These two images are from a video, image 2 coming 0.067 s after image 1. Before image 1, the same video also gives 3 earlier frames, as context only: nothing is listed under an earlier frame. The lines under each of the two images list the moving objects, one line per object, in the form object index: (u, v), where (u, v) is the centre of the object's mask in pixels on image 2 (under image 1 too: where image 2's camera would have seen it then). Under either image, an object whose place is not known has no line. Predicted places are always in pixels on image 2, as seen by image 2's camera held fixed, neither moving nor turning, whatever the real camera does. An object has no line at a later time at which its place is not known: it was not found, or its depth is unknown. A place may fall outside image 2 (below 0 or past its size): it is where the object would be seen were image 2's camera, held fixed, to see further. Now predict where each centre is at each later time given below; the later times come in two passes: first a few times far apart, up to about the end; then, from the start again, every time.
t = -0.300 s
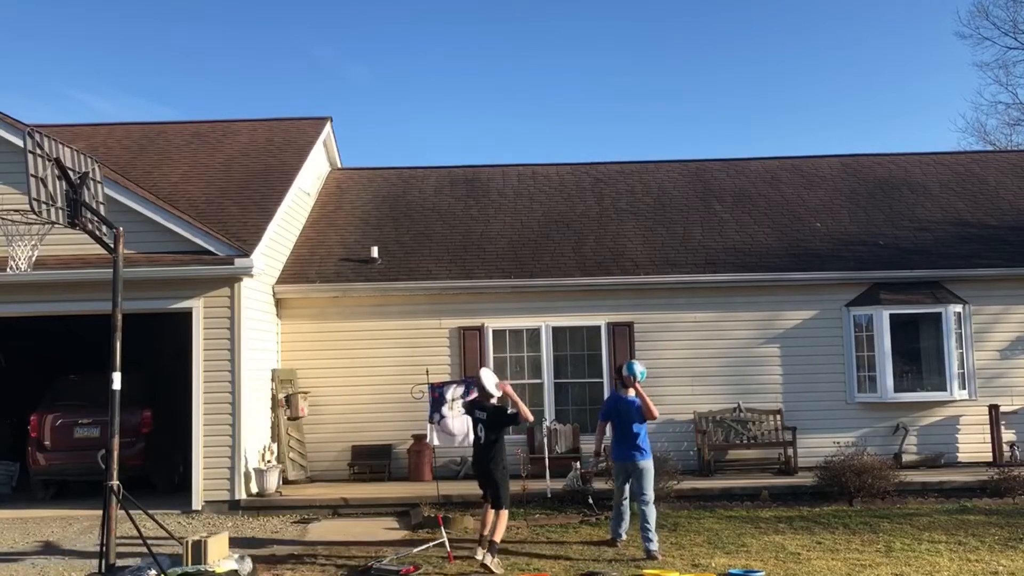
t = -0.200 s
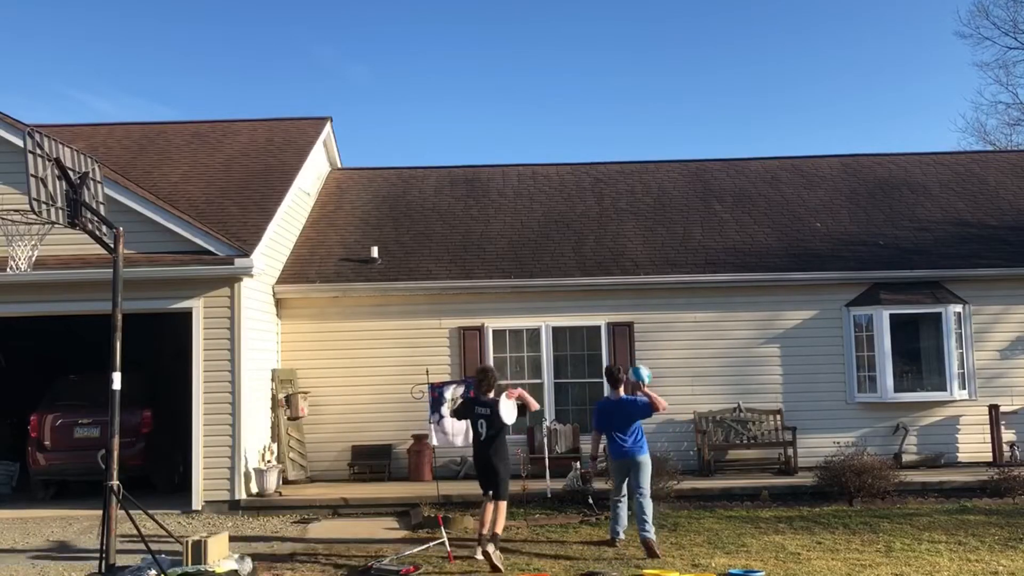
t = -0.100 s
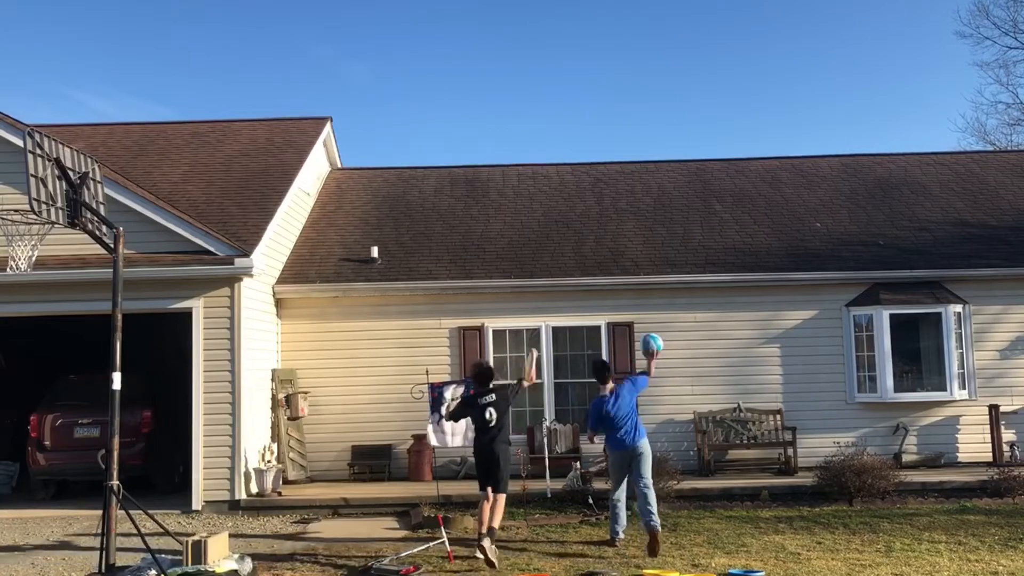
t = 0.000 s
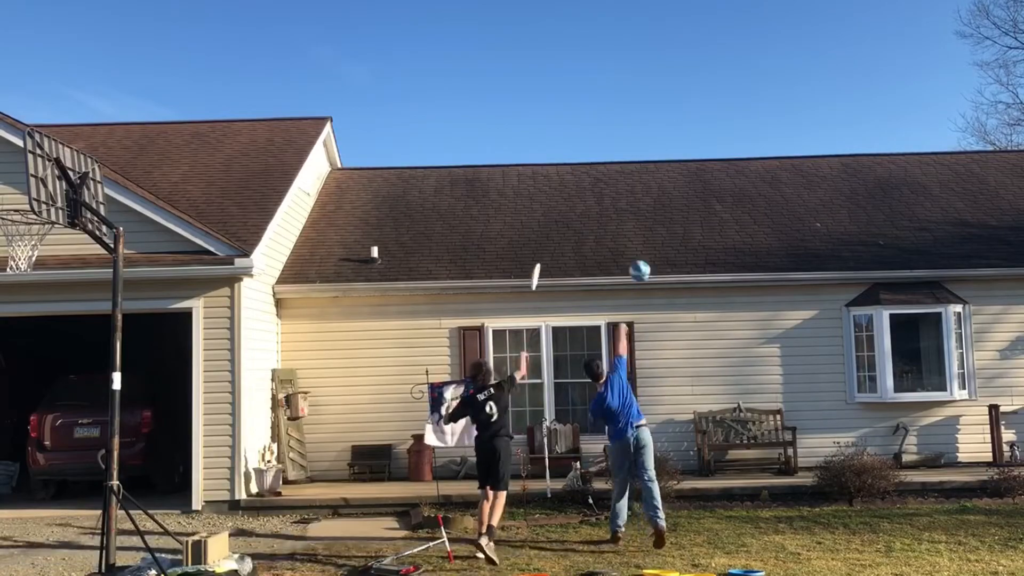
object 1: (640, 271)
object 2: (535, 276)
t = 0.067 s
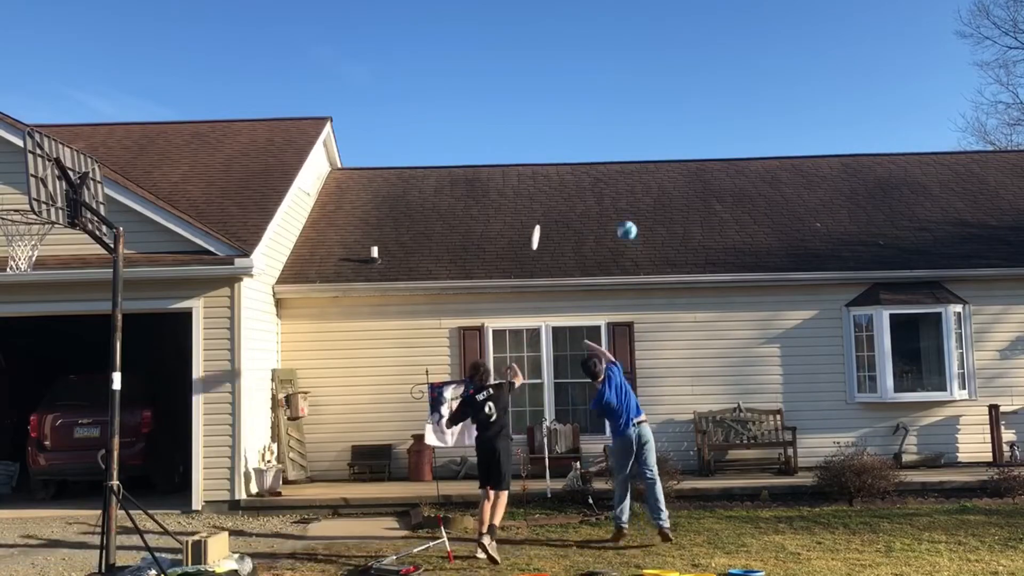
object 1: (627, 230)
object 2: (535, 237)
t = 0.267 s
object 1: (598, 152)
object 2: (536, 170)
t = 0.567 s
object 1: (569, 110)
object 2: (533, 151)
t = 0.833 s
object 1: (551, 120)
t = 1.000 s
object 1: (541, 142)
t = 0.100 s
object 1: (622, 213)
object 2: (535, 222)
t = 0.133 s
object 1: (616, 197)
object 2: (535, 208)
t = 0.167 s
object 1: (611, 184)
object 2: (535, 197)
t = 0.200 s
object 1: (607, 171)
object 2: (535, 186)
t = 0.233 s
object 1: (603, 161)
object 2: (535, 178)
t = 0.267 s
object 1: (598, 152)
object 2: (536, 170)
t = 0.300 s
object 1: (594, 144)
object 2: (536, 165)
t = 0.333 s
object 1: (590, 136)
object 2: (536, 160)
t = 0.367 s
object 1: (587, 130)
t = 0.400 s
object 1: (584, 124)
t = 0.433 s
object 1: (581, 120)
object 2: (535, 152)
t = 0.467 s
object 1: (577, 117)
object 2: (534, 151)
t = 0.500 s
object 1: (575, 114)
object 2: (534, 151)
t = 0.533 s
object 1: (572, 112)
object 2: (534, 151)
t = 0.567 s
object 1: (569, 110)
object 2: (533, 151)
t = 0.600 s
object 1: (566, 109)
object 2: (533, 153)
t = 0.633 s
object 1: (564, 109)
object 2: (533, 155)
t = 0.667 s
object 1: (562, 110)
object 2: (533, 157)
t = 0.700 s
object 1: (559, 111)
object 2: (533, 160)
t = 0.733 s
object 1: (557, 113)
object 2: (533, 162)
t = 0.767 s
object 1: (555, 114)
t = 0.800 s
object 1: (553, 117)
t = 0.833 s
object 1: (551, 120)
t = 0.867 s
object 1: (548, 124)
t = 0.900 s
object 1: (547, 128)
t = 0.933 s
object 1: (544, 132)
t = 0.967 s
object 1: (543, 137)
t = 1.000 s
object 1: (541, 142)
